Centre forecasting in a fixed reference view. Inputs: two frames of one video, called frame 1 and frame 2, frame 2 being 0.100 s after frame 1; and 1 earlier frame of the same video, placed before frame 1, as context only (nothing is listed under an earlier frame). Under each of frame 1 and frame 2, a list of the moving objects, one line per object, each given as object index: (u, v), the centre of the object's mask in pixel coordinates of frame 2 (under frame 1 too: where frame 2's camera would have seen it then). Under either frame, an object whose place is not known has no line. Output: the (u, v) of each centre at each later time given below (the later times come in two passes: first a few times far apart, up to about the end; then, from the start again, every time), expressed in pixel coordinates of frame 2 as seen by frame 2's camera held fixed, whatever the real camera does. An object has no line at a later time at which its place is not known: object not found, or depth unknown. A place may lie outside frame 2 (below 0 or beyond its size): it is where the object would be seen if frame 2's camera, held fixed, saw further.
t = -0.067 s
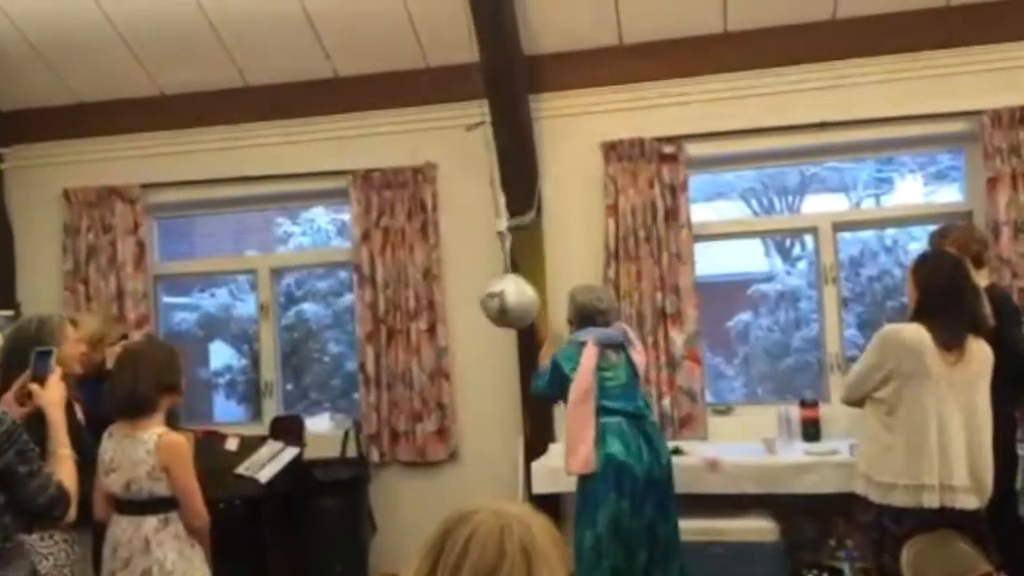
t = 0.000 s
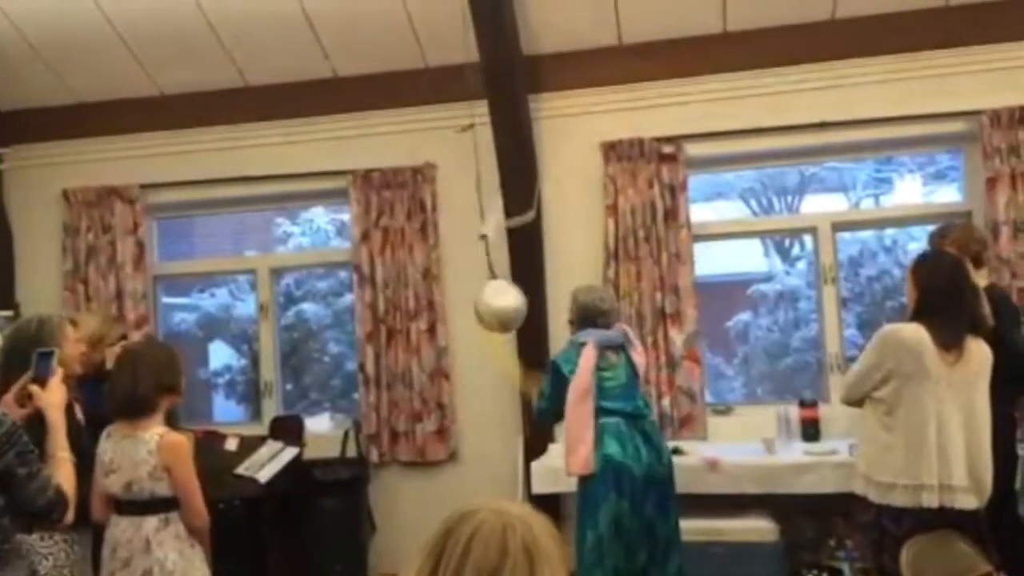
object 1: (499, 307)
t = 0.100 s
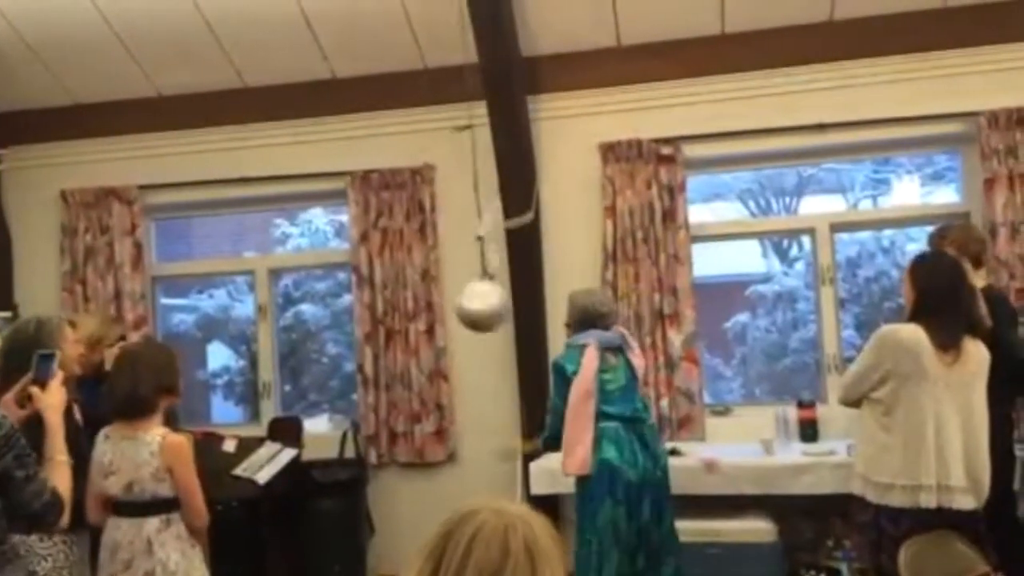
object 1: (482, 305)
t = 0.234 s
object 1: (456, 308)
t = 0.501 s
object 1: (407, 301)
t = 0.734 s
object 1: (391, 298)
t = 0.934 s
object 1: (395, 299)
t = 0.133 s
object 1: (476, 306)
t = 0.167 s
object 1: (470, 306)
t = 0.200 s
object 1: (463, 307)
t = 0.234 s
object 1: (456, 308)
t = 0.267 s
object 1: (450, 306)
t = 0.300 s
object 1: (442, 306)
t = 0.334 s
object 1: (435, 306)
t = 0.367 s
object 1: (429, 305)
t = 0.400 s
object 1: (424, 305)
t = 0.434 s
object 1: (420, 304)
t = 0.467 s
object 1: (412, 302)
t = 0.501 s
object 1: (407, 301)
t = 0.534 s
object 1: (403, 300)
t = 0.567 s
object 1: (399, 300)
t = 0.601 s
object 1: (396, 300)
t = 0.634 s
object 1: (395, 300)
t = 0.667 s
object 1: (392, 298)
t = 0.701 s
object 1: (391, 298)
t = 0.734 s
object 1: (391, 298)
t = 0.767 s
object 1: (390, 298)
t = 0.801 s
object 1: (390, 298)
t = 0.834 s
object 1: (390, 298)
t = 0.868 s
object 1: (392, 298)
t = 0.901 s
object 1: (394, 299)
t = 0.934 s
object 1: (395, 299)
